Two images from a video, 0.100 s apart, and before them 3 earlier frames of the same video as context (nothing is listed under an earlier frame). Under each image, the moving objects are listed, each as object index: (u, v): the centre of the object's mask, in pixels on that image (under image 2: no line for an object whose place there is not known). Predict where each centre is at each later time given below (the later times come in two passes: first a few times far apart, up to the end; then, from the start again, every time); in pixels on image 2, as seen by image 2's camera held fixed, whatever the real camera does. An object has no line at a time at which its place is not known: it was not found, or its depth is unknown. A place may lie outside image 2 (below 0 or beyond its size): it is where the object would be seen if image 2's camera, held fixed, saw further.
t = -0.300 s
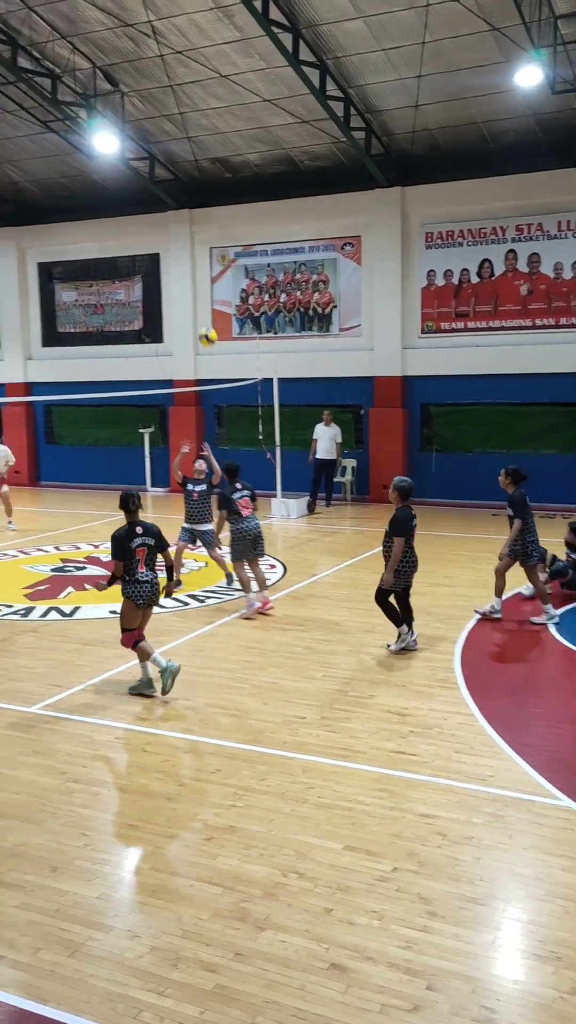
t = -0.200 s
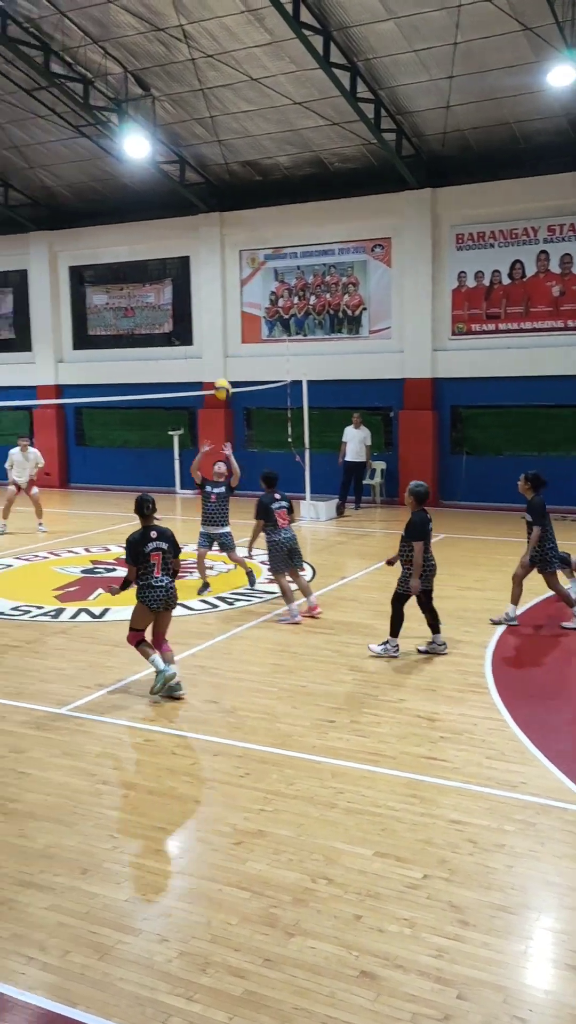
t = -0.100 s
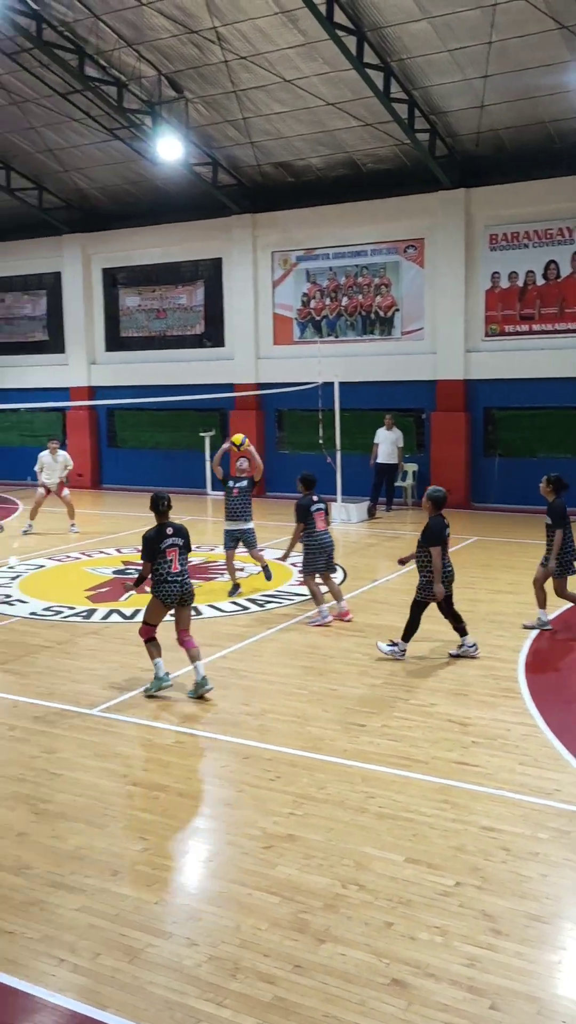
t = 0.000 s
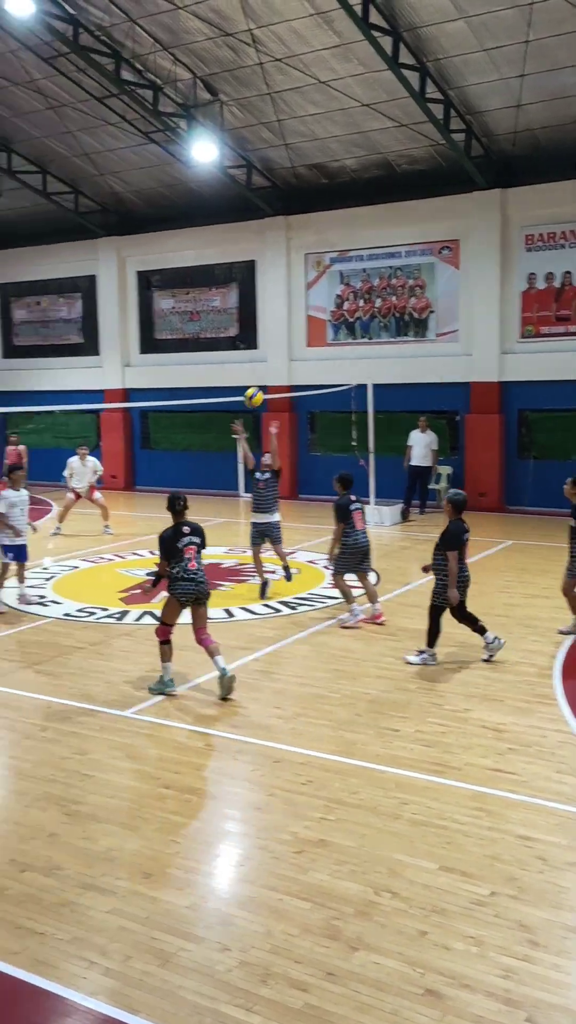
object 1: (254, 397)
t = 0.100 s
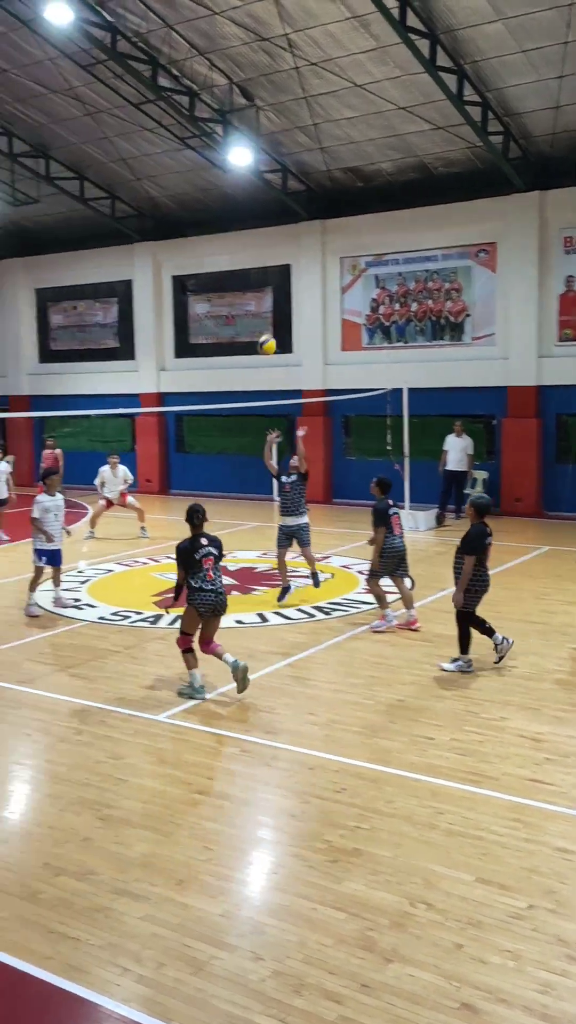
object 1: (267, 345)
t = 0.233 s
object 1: (238, 281)
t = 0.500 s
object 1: (179, 195)
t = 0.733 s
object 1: (123, 171)
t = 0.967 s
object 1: (66, 206)
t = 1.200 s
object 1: (9, 302)
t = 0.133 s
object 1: (260, 328)
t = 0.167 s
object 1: (253, 311)
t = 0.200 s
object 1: (245, 296)
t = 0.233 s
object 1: (238, 281)
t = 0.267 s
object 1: (231, 268)
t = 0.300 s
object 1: (224, 254)
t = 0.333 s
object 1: (216, 242)
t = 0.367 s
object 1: (209, 231)
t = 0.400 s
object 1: (202, 221)
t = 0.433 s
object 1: (194, 212)
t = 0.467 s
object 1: (187, 203)
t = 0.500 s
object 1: (179, 195)
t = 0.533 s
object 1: (171, 189)
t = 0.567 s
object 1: (163, 183)
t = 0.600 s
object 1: (155, 179)
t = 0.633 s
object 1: (147, 175)
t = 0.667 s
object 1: (139, 173)
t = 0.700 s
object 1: (131, 171)
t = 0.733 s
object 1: (123, 171)
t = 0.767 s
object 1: (115, 172)
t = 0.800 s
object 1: (107, 175)
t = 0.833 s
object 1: (99, 178)
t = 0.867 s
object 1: (90, 183)
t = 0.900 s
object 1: (82, 190)
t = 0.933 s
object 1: (74, 197)
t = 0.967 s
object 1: (66, 206)
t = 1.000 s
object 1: (57, 216)
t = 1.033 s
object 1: (49, 227)
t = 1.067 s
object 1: (41, 240)
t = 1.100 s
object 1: (33, 253)
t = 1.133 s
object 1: (25, 268)
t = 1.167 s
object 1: (17, 285)
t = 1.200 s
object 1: (9, 302)
